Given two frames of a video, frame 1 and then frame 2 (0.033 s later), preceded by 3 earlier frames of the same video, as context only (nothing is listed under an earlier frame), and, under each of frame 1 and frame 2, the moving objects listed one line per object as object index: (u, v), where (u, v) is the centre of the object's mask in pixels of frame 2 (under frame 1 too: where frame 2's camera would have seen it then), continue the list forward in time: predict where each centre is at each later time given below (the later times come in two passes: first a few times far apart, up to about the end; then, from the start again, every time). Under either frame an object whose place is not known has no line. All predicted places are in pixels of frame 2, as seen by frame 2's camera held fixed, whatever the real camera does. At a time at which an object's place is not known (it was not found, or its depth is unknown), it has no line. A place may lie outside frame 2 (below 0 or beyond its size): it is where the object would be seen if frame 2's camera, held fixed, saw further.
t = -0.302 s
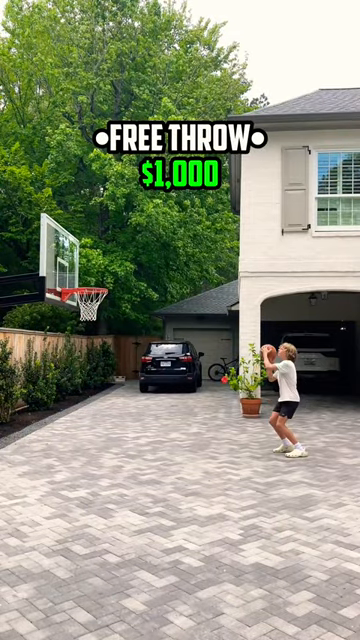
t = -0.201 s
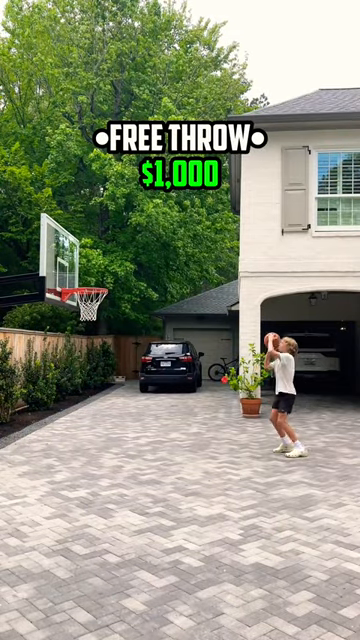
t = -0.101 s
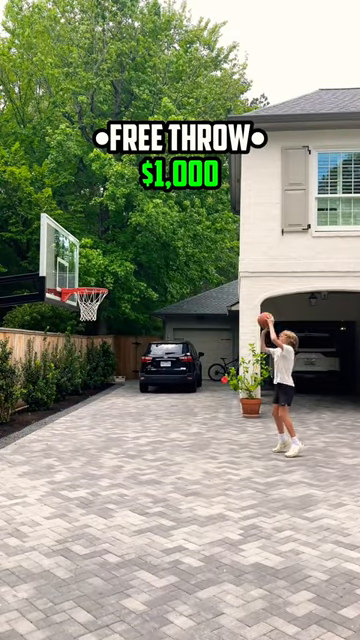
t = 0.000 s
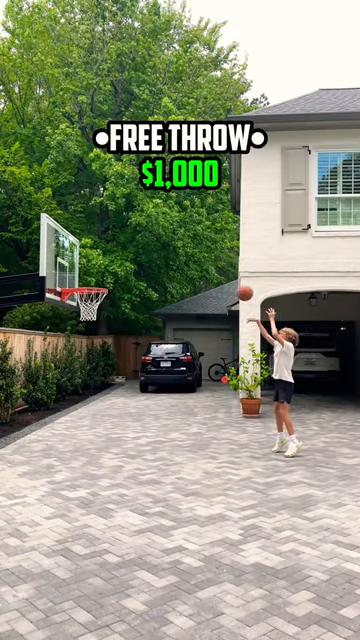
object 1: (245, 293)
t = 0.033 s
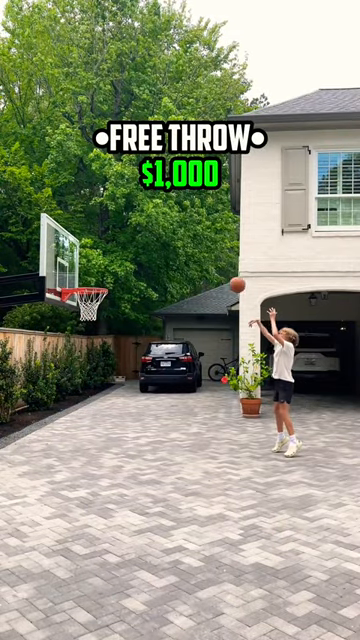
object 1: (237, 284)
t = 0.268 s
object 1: (181, 250)
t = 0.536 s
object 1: (121, 263)
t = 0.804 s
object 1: (76, 307)
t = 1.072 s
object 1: (75, 333)
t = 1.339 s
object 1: (75, 412)
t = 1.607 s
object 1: (88, 388)
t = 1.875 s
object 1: (105, 348)
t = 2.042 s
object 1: (116, 347)
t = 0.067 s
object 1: (225, 274)
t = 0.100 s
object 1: (218, 269)
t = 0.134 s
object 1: (211, 263)
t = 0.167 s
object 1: (203, 259)
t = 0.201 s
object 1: (196, 256)
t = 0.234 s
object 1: (189, 253)
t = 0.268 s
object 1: (181, 250)
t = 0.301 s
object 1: (173, 250)
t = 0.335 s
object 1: (166, 249)
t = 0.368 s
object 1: (158, 250)
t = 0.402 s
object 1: (151, 251)
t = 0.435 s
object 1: (143, 253)
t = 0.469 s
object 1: (136, 256)
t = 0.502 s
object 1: (128, 259)
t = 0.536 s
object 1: (121, 263)
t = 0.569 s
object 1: (113, 268)
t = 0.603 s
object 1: (106, 274)
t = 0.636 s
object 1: (99, 280)
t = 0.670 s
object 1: (91, 284)
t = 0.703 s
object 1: (85, 295)
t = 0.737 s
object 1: (77, 301)
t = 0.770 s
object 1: (75, 303)
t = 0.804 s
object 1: (76, 307)
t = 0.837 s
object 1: (74, 306)
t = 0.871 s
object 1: (74, 308)
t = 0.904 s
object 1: (74, 310)
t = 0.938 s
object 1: (75, 313)
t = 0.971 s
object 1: (75, 317)
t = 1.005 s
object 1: (75, 322)
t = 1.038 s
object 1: (75, 327)
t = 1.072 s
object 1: (75, 333)
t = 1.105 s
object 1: (76, 340)
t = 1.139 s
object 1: (76, 349)
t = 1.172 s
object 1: (76, 358)
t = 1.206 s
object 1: (76, 367)
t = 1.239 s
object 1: (75, 378)
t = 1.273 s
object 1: (75, 389)
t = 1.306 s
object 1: (75, 400)
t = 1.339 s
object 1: (75, 412)
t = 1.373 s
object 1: (75, 426)
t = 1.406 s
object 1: (75, 440)
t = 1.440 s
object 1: (76, 439)
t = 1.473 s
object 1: (79, 427)
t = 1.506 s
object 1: (81, 415)
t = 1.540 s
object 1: (83, 405)
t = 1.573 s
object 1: (86, 396)
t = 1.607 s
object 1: (88, 388)
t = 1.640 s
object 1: (90, 380)
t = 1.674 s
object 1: (92, 373)
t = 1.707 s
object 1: (95, 367)
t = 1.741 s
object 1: (97, 361)
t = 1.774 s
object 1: (99, 356)
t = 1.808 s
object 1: (101, 353)
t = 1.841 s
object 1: (103, 350)
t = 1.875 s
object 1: (105, 348)
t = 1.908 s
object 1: (107, 346)
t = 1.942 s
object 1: (110, 345)
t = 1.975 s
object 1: (112, 345)
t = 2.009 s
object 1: (114, 346)
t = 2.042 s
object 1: (116, 347)
